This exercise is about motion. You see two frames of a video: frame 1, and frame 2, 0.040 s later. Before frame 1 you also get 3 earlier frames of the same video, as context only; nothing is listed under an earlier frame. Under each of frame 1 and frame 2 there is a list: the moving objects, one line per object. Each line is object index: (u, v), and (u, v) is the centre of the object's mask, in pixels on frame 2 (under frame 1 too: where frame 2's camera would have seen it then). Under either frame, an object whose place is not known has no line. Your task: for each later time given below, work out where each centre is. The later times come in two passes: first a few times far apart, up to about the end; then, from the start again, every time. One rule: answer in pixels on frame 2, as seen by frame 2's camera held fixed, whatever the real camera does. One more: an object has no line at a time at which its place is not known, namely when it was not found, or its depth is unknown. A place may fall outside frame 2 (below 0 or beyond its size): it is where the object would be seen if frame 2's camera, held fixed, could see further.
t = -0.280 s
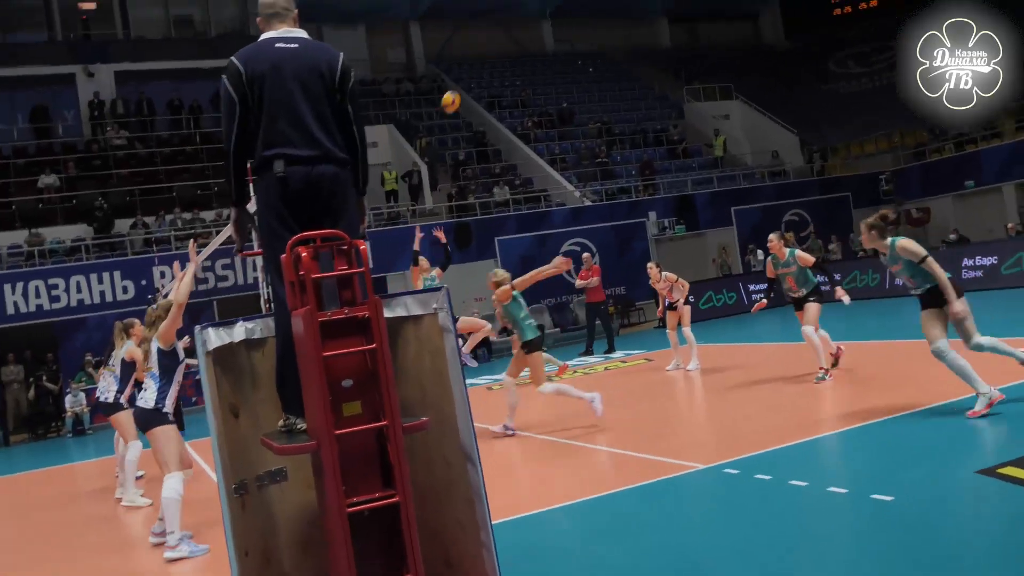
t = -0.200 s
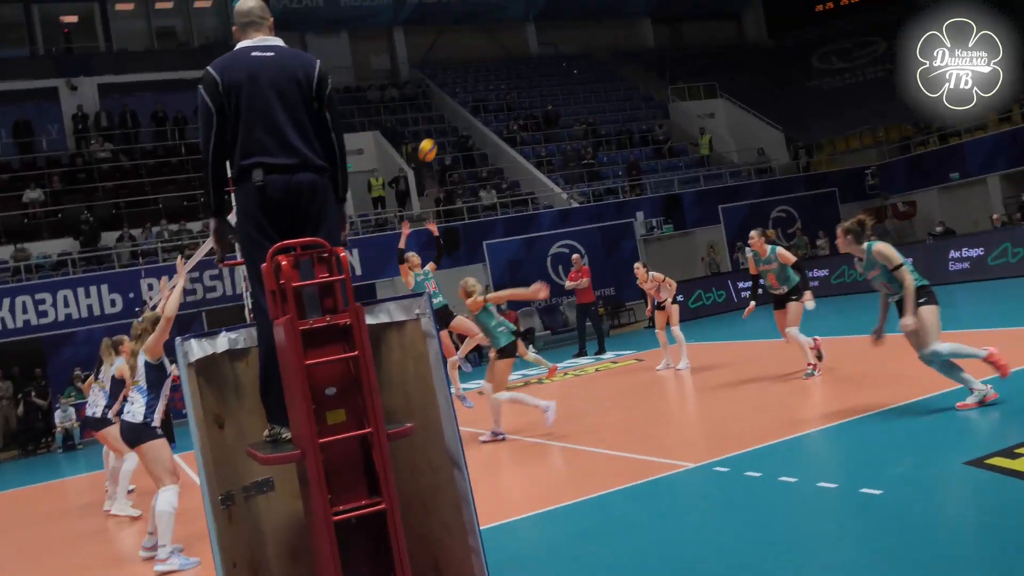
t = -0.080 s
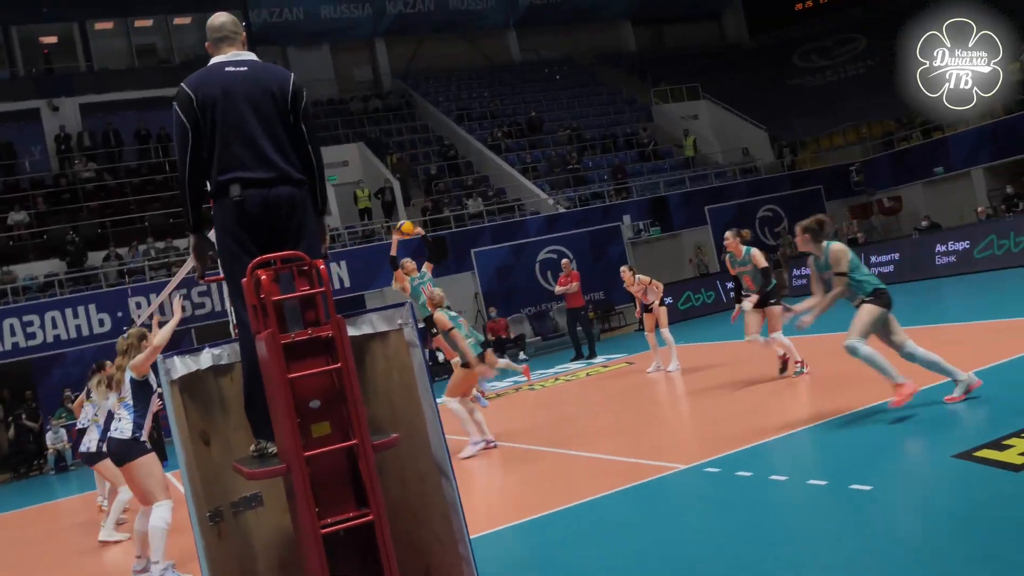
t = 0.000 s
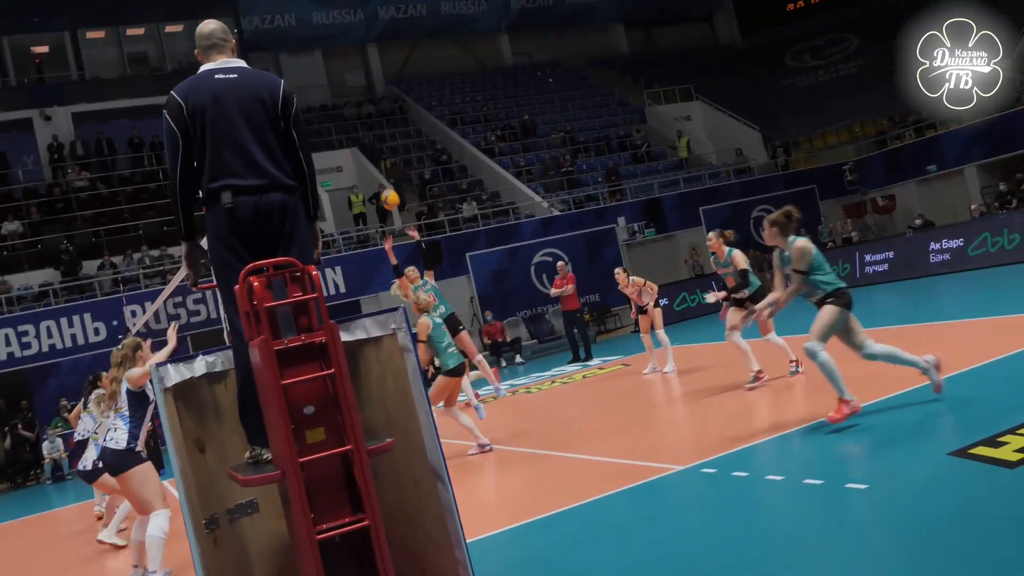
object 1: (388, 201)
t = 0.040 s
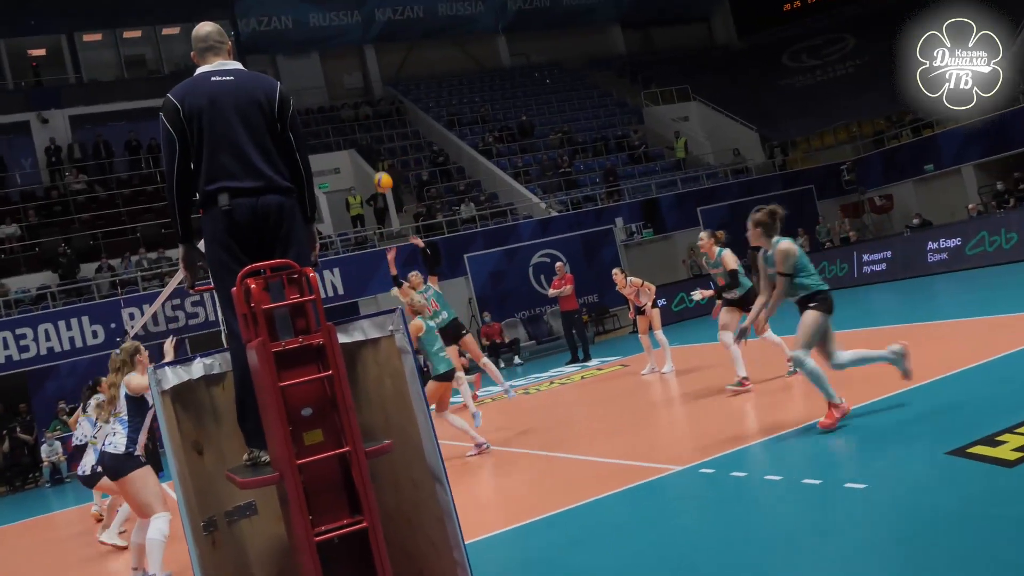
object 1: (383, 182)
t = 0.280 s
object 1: (362, 87)
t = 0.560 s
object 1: (357, 26)
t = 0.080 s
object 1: (379, 164)
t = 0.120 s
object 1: (375, 147)
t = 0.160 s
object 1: (371, 130)
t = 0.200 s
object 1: (367, 114)
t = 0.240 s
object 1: (365, 100)
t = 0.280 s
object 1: (362, 87)
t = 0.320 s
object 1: (360, 74)
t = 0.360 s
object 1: (357, 63)
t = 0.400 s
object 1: (356, 53)
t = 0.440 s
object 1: (355, 44)
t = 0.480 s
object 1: (355, 37)
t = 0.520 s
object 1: (355, 31)
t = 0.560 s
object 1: (357, 26)
